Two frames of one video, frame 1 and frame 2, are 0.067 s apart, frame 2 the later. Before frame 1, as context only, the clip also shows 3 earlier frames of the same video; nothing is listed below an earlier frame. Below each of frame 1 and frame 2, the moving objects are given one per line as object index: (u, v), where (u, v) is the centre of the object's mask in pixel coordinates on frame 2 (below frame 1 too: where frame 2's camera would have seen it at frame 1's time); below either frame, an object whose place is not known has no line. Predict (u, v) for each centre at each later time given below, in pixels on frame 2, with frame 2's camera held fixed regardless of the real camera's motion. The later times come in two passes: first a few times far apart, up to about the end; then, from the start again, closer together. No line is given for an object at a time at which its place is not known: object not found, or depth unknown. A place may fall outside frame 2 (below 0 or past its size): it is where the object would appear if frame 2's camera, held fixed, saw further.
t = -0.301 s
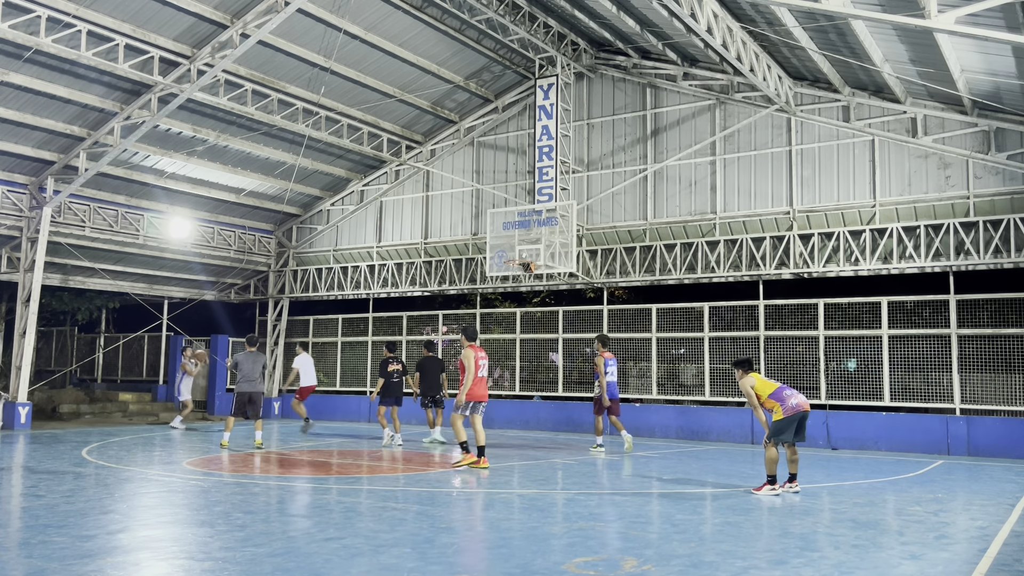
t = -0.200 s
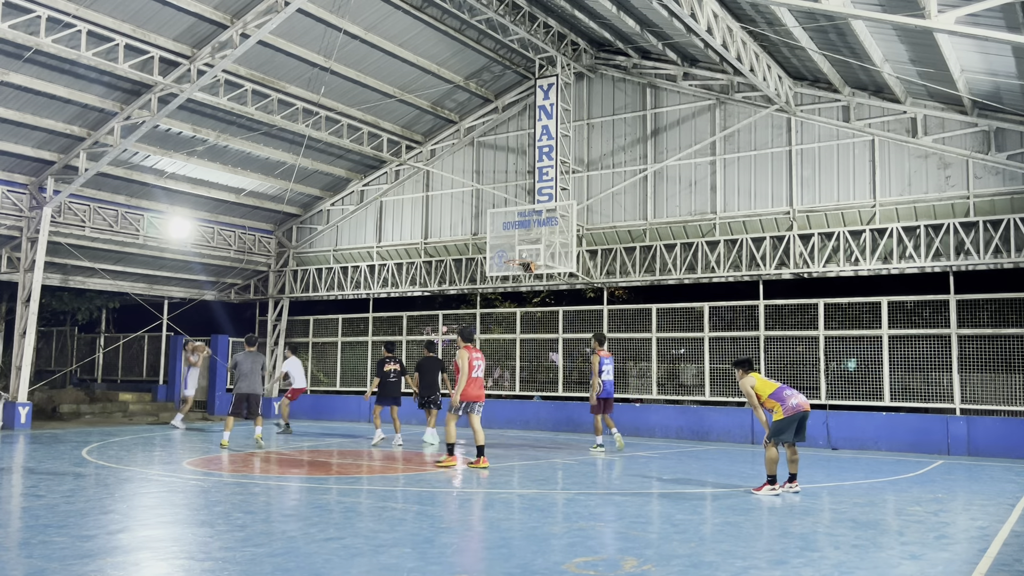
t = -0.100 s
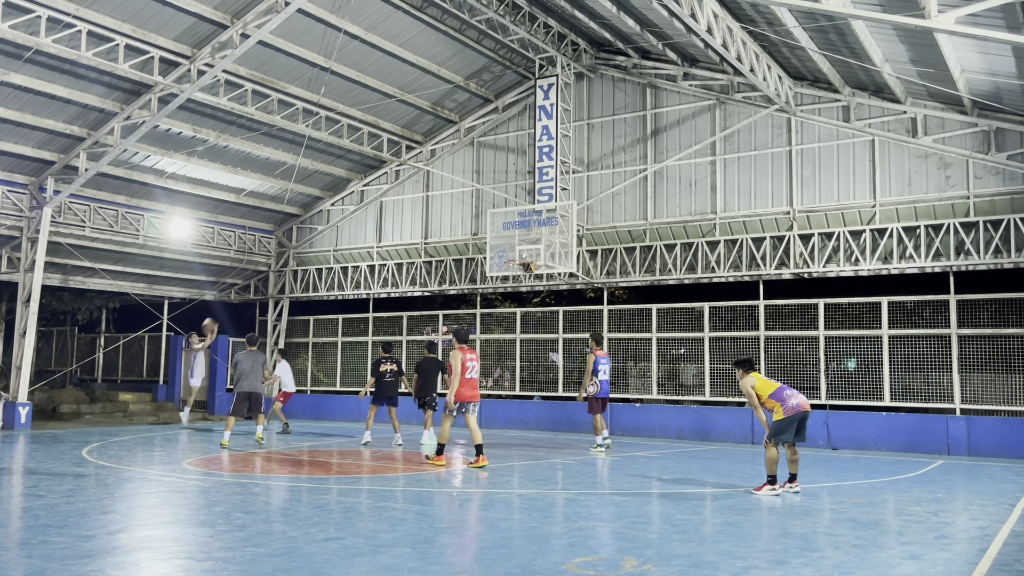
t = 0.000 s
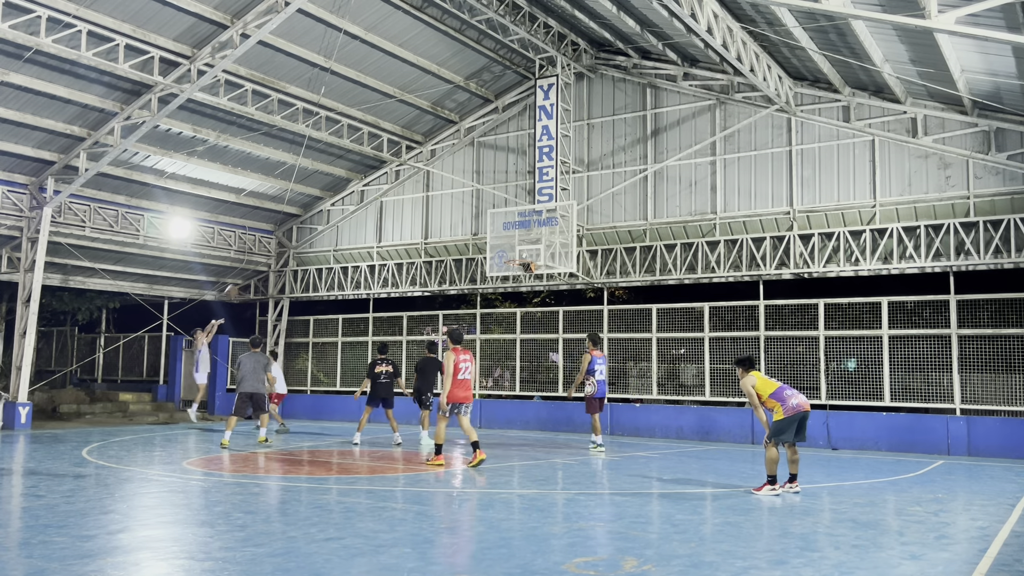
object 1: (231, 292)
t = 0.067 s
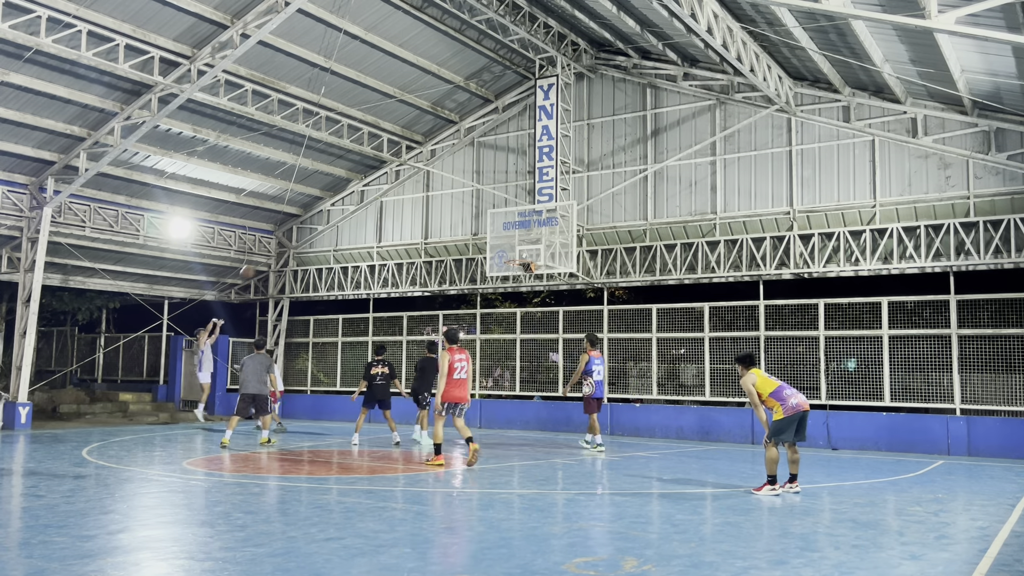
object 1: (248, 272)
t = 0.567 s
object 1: (368, 187)
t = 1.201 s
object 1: (523, 264)
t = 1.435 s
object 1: (514, 275)
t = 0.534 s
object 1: (359, 190)
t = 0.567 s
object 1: (368, 187)
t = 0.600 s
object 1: (375, 186)
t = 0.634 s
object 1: (383, 186)
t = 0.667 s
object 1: (391, 185)
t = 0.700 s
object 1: (398, 186)
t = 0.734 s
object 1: (407, 187)
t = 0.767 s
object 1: (415, 189)
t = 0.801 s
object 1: (423, 191)
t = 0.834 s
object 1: (431, 193)
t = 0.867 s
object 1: (439, 196)
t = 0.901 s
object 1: (448, 200)
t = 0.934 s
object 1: (456, 205)
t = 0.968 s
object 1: (464, 210)
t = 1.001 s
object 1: (473, 216)
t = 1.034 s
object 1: (480, 222)
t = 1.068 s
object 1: (489, 229)
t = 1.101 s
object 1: (497, 237)
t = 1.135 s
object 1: (506, 245)
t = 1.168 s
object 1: (515, 255)
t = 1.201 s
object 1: (523, 264)
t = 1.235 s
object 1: (525, 267)
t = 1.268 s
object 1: (524, 268)
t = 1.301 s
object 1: (522, 267)
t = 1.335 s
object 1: (520, 267)
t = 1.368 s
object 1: (518, 270)
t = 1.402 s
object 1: (517, 271)
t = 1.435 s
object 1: (514, 275)
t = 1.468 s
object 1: (513, 279)
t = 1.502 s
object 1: (510, 284)
